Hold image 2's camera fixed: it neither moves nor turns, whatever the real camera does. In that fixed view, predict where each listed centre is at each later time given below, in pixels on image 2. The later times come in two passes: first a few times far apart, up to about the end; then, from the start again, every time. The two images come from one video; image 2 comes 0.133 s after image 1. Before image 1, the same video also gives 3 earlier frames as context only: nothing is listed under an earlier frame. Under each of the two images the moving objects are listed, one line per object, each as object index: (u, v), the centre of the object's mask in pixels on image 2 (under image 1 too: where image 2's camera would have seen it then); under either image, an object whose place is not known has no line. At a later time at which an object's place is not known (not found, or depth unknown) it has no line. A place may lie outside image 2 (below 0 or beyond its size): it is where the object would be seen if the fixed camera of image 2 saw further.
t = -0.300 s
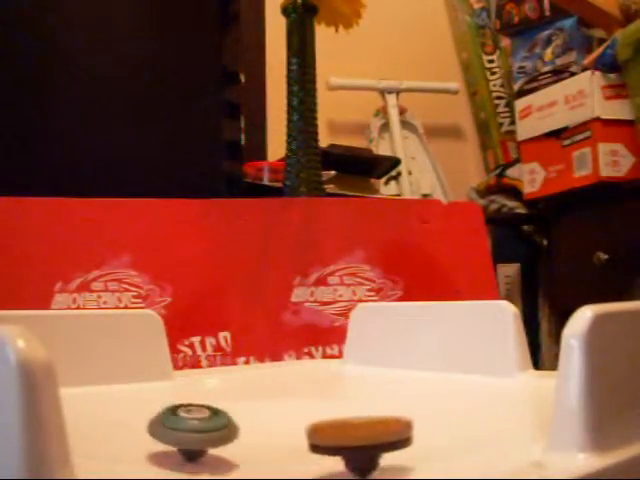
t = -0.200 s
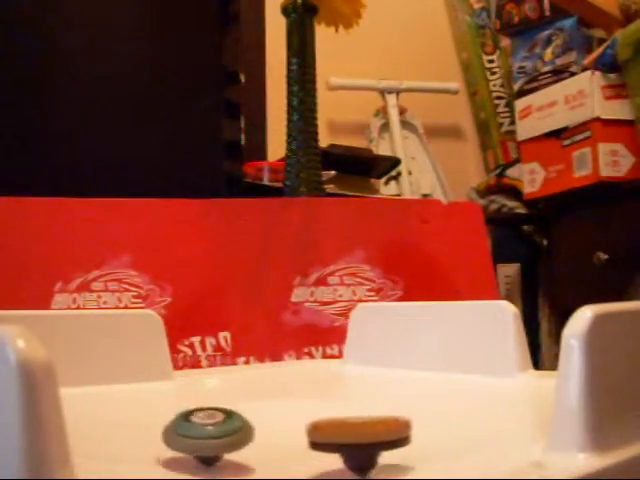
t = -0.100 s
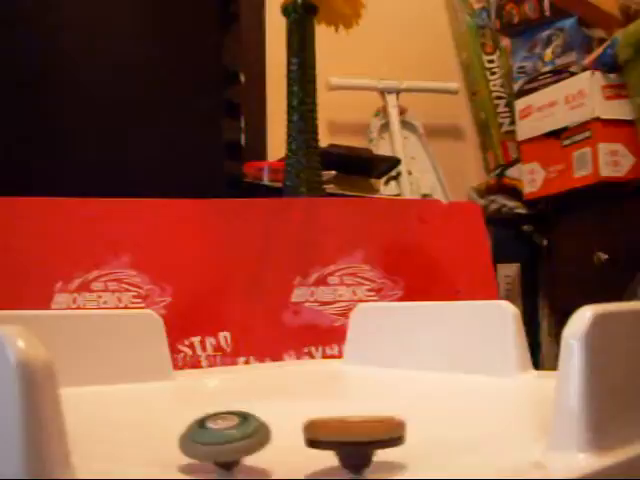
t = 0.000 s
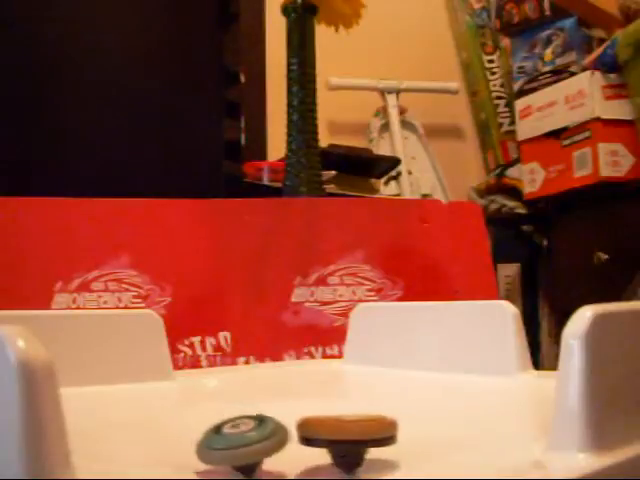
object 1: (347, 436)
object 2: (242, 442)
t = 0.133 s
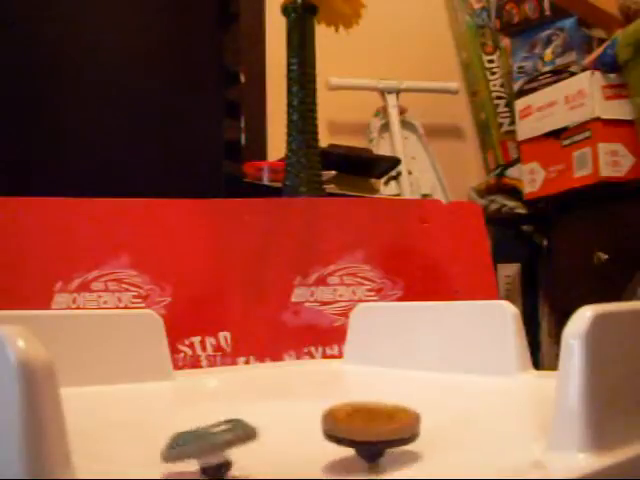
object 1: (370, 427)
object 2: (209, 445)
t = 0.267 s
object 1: (375, 422)
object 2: (203, 446)
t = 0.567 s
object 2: (204, 447)
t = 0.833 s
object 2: (254, 450)
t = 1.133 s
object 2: (337, 445)
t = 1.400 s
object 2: (383, 440)
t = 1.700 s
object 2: (371, 441)
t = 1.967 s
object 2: (375, 432)
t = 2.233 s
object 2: (475, 410)
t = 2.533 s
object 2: (264, 450)
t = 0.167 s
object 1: (372, 426)
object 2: (207, 445)
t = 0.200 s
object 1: (373, 424)
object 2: (206, 446)
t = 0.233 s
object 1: (374, 423)
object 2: (205, 446)
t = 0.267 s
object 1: (375, 422)
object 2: (203, 446)
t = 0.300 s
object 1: (375, 421)
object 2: (202, 446)
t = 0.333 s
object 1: (374, 420)
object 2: (200, 446)
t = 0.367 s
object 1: (373, 420)
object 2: (198, 447)
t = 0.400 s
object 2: (197, 447)
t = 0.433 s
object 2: (196, 447)
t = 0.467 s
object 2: (197, 447)
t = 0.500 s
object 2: (198, 447)
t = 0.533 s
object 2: (200, 448)
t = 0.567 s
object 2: (204, 447)
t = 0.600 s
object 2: (207, 448)
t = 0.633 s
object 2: (212, 448)
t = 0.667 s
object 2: (217, 448)
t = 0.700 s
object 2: (224, 449)
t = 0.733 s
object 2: (231, 449)
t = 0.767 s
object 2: (239, 449)
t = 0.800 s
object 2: (247, 449)
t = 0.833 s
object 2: (254, 450)
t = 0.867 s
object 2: (266, 450)
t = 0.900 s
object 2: (273, 450)
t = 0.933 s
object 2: (284, 449)
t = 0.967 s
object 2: (292, 449)
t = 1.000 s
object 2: (300, 449)
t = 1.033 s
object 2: (311, 448)
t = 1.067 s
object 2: (319, 447)
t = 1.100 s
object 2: (327, 446)
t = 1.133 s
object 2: (337, 445)
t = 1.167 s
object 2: (346, 445)
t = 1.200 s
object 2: (353, 444)
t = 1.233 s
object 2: (359, 443)
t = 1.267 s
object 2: (366, 442)
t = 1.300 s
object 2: (371, 442)
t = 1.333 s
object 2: (377, 441)
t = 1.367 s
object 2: (380, 441)
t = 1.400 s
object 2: (383, 440)
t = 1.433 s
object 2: (385, 440)
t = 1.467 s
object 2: (386, 440)
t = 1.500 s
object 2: (386, 440)
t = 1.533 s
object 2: (386, 440)
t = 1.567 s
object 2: (385, 440)
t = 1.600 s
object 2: (382, 440)
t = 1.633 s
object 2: (379, 441)
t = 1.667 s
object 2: (375, 441)
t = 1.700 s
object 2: (371, 441)
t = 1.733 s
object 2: (366, 441)
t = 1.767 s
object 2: (361, 441)
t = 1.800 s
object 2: (358, 441)
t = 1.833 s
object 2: (354, 441)
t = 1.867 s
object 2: (350, 441)
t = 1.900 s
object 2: (346, 441)
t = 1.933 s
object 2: (344, 441)
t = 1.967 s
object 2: (375, 432)
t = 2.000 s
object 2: (419, 426)
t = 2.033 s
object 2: (456, 418)
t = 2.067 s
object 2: (482, 409)
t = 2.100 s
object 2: (496, 405)
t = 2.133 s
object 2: (500, 402)
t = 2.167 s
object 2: (497, 401)
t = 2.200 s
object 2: (488, 403)
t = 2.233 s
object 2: (475, 410)
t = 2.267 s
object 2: (455, 417)
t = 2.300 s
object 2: (432, 424)
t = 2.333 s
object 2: (405, 432)
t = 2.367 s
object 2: (380, 438)
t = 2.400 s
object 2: (354, 445)
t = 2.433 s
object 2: (329, 447)
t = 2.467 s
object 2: (306, 448)
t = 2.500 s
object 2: (285, 449)
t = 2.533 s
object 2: (264, 450)
